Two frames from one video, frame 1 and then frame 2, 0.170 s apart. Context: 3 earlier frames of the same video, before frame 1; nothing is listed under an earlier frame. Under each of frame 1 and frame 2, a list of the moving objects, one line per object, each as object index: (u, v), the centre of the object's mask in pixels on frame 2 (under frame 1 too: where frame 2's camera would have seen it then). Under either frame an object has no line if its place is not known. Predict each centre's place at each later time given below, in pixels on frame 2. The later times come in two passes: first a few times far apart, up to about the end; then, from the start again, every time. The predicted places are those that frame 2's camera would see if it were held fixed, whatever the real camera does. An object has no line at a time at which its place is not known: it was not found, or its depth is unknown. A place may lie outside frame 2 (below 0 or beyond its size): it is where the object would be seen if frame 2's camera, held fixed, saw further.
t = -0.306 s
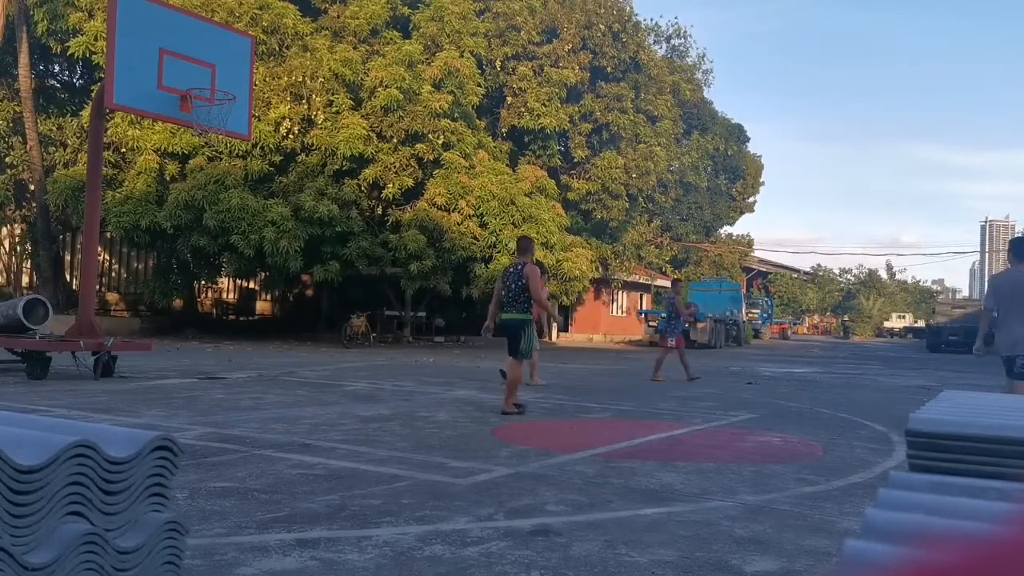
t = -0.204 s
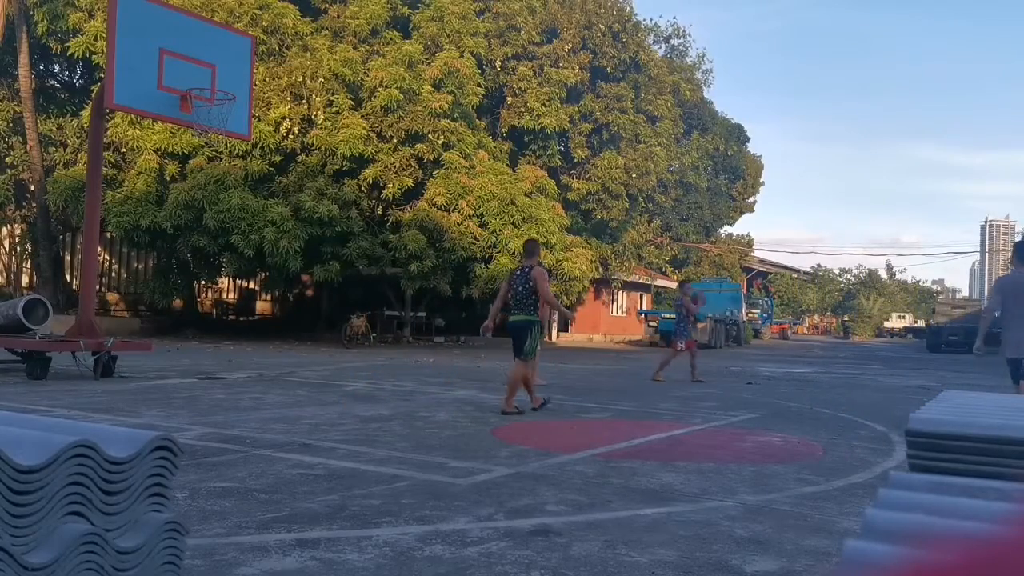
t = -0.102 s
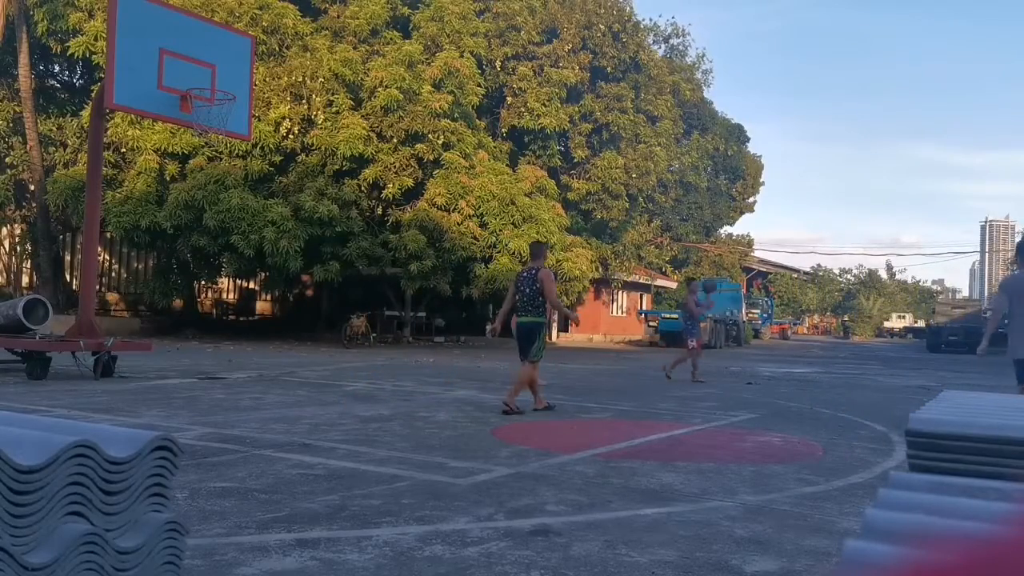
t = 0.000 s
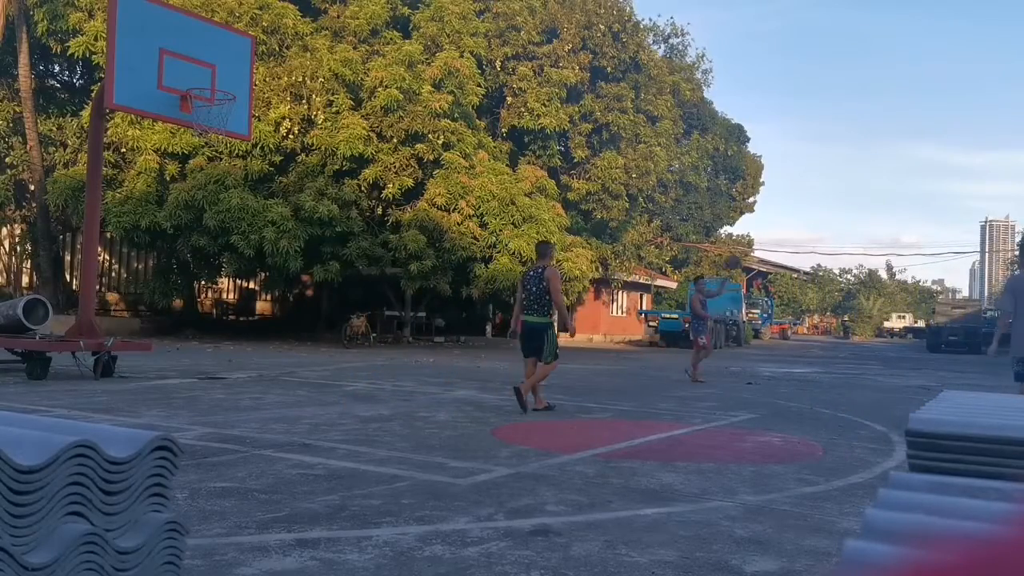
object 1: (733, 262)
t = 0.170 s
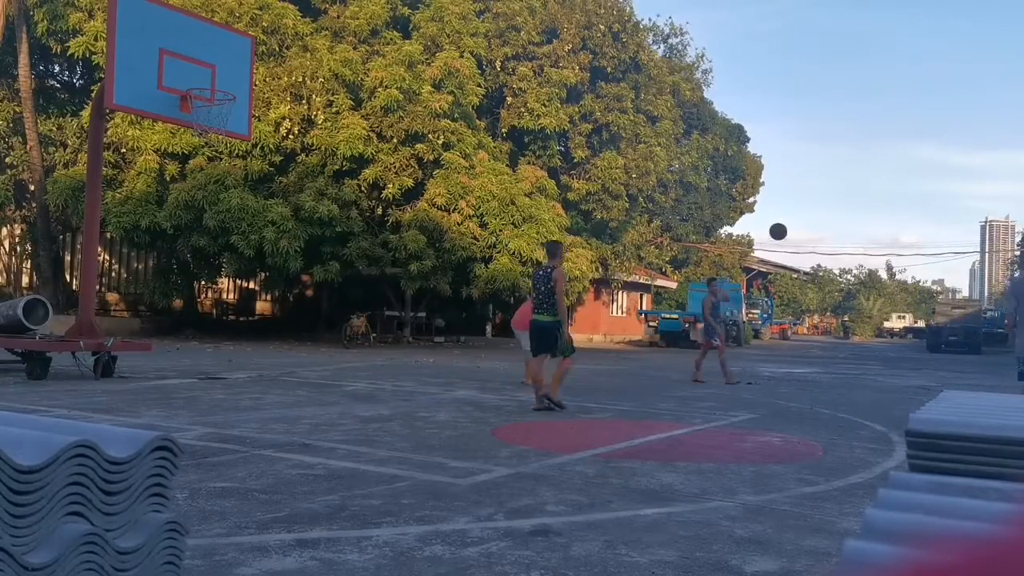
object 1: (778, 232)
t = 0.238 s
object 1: (798, 223)
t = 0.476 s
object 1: (888, 217)
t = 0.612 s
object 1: (953, 236)
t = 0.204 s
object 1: (788, 227)
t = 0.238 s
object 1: (798, 223)
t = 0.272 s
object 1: (810, 220)
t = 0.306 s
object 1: (821, 217)
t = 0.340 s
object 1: (833, 216)
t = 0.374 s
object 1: (846, 215)
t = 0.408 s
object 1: (859, 214)
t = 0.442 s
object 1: (873, 215)
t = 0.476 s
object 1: (888, 217)
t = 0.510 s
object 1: (903, 220)
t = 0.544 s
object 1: (919, 224)
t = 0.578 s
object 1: (935, 229)
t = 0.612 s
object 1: (953, 236)
